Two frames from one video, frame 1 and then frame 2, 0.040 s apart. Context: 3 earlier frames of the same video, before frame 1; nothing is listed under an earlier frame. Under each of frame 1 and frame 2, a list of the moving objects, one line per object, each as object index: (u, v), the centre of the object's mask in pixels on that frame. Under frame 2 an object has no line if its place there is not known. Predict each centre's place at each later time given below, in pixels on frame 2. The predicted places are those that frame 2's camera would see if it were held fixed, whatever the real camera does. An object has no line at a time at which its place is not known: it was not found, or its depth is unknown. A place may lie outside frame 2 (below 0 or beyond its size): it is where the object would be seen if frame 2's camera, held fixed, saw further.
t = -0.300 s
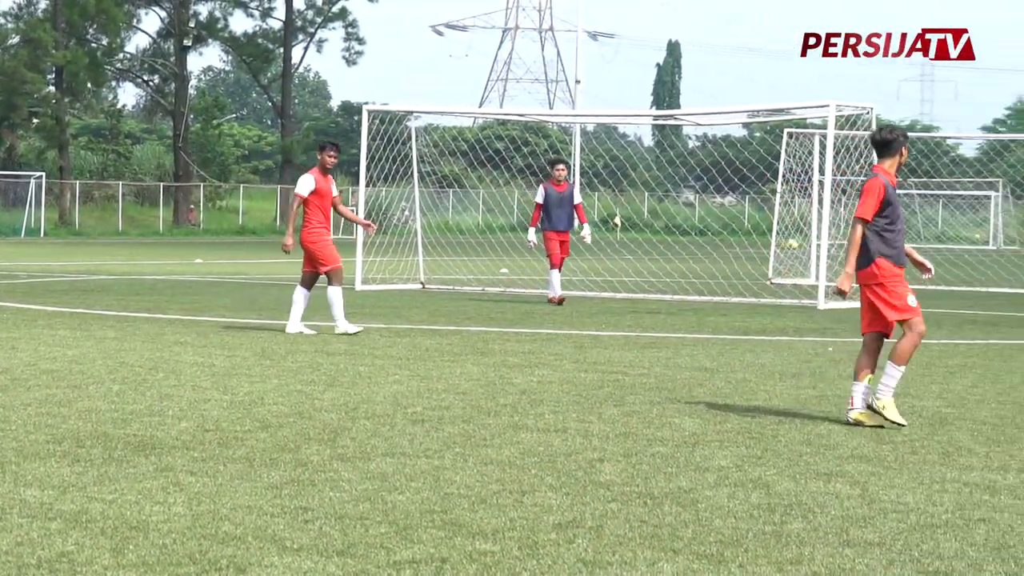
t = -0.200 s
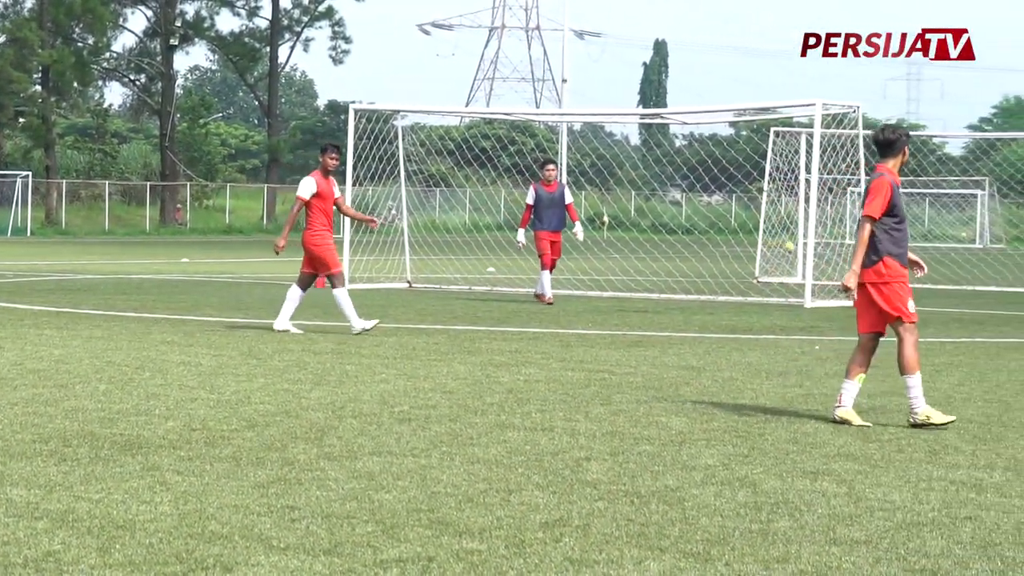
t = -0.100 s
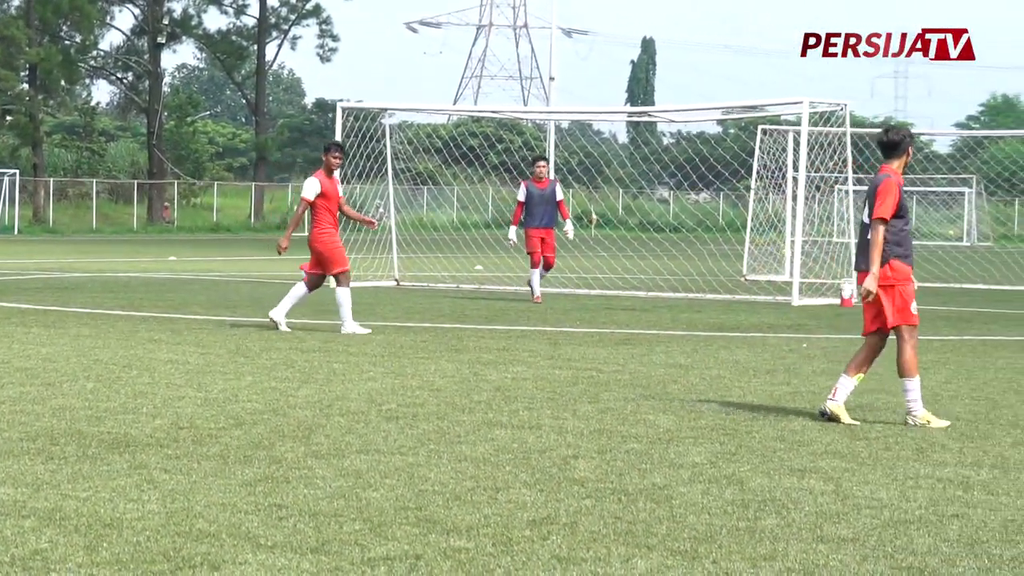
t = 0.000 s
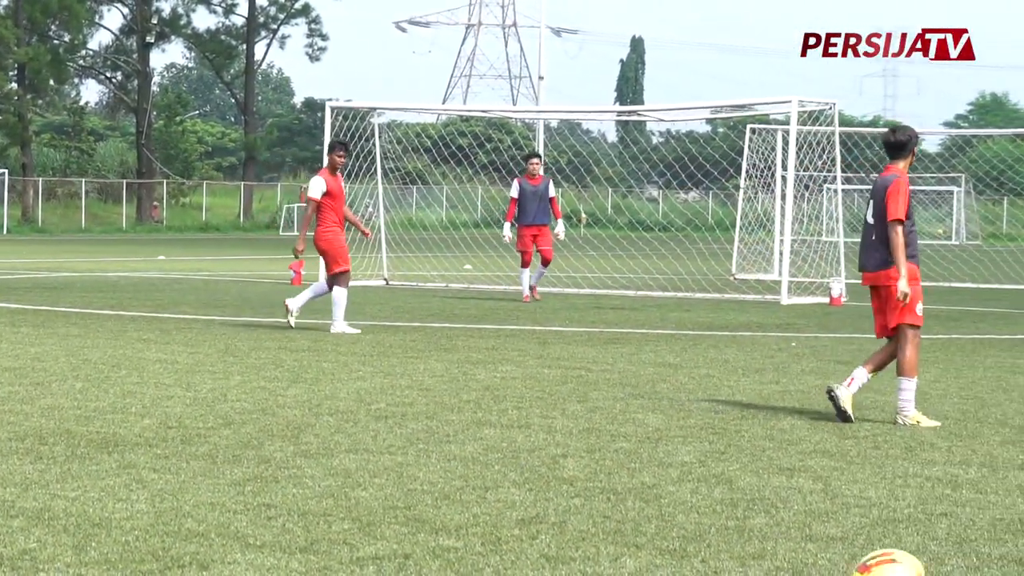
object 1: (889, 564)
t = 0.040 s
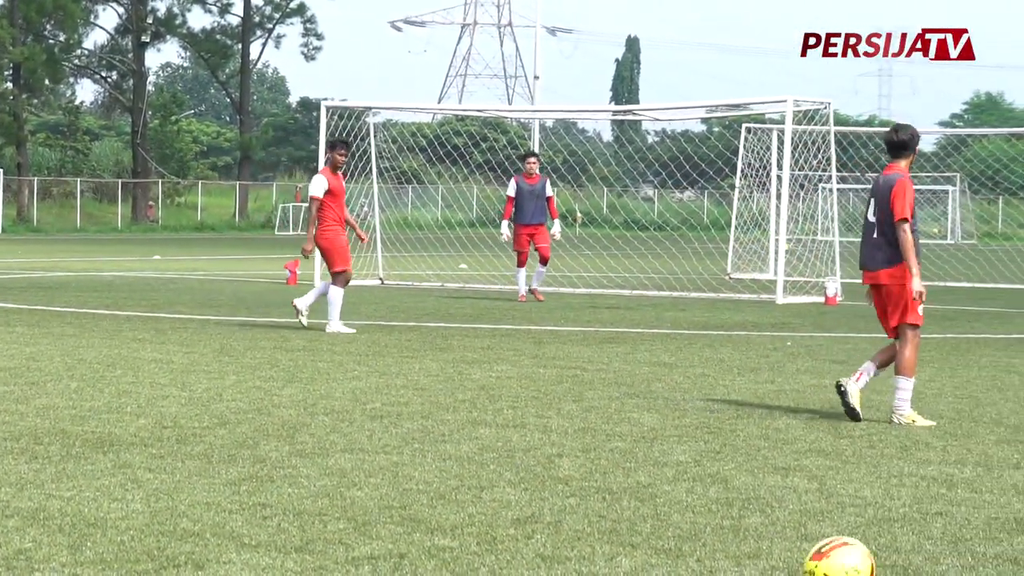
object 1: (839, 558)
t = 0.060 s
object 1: (820, 556)
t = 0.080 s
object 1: (806, 546)
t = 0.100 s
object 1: (792, 530)
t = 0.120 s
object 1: (779, 513)
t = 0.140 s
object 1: (767, 499)
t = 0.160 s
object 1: (755, 486)
